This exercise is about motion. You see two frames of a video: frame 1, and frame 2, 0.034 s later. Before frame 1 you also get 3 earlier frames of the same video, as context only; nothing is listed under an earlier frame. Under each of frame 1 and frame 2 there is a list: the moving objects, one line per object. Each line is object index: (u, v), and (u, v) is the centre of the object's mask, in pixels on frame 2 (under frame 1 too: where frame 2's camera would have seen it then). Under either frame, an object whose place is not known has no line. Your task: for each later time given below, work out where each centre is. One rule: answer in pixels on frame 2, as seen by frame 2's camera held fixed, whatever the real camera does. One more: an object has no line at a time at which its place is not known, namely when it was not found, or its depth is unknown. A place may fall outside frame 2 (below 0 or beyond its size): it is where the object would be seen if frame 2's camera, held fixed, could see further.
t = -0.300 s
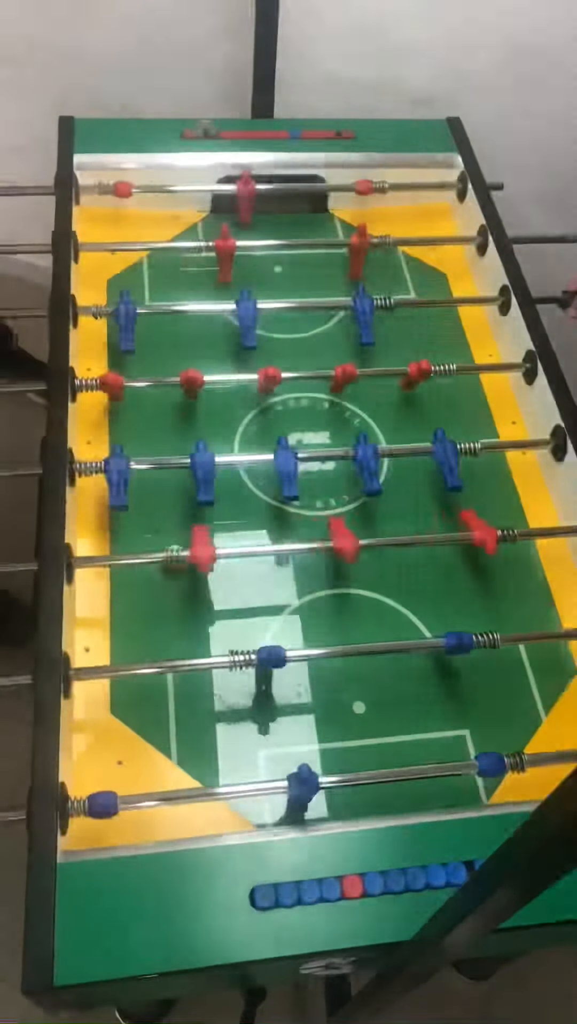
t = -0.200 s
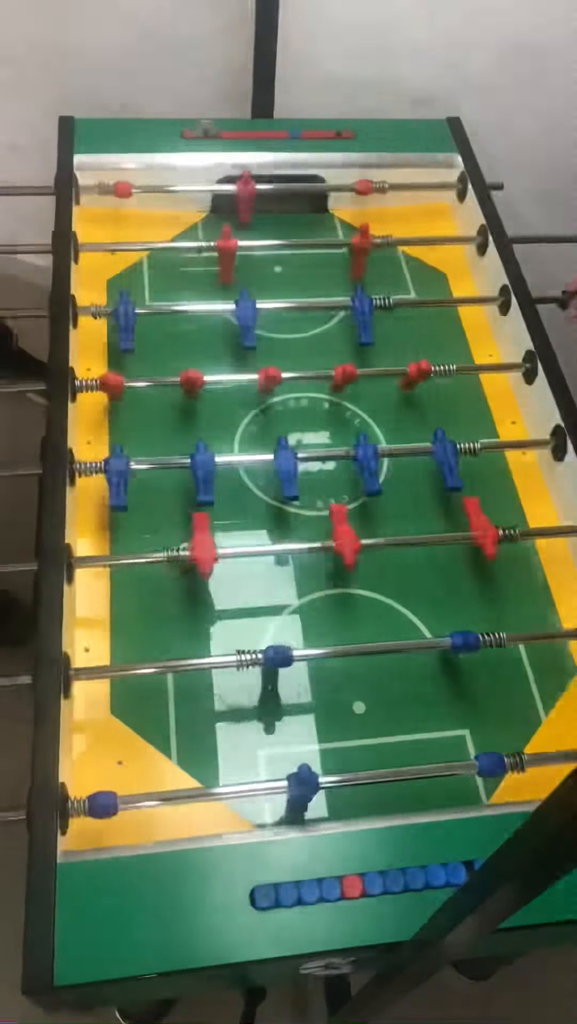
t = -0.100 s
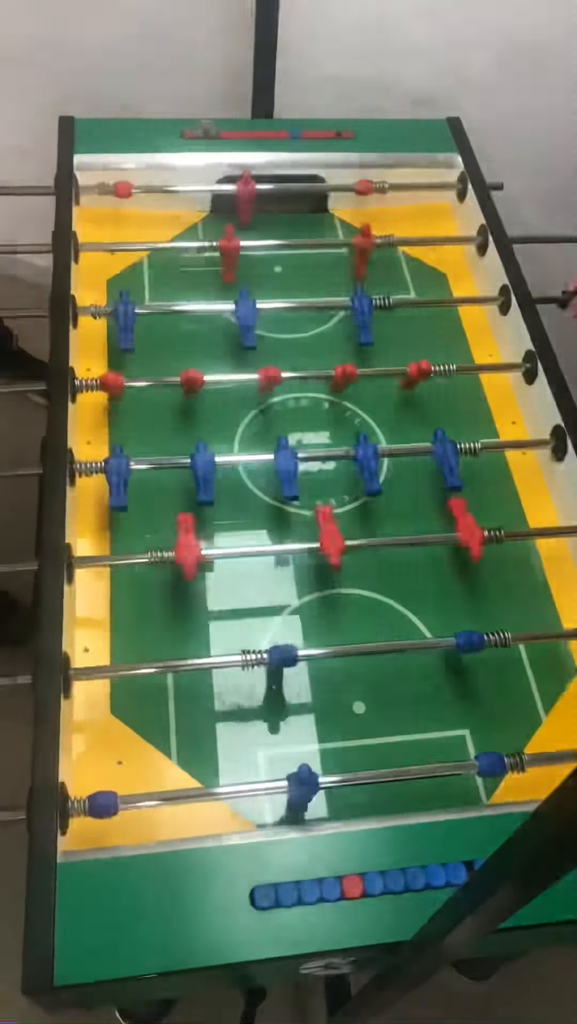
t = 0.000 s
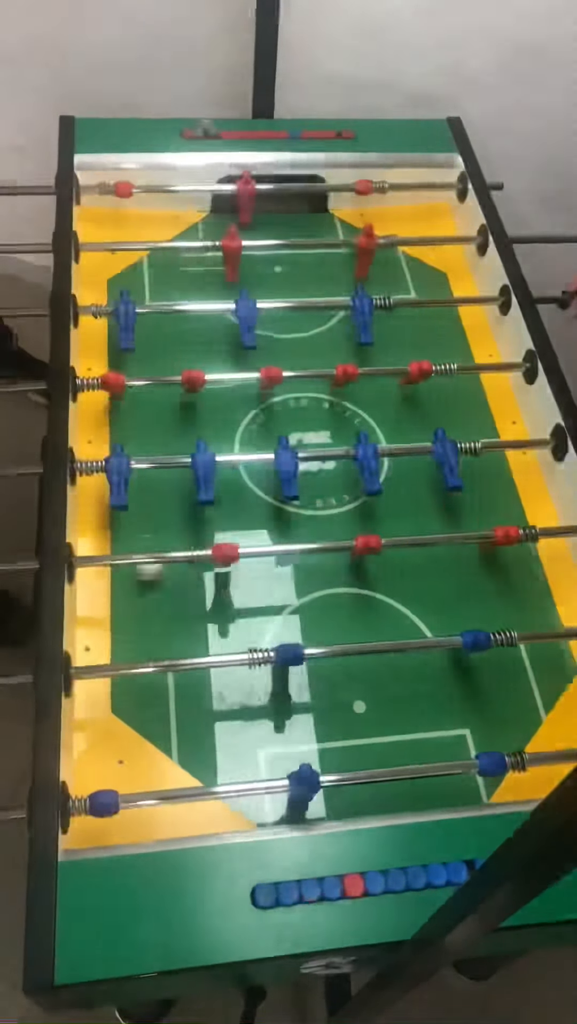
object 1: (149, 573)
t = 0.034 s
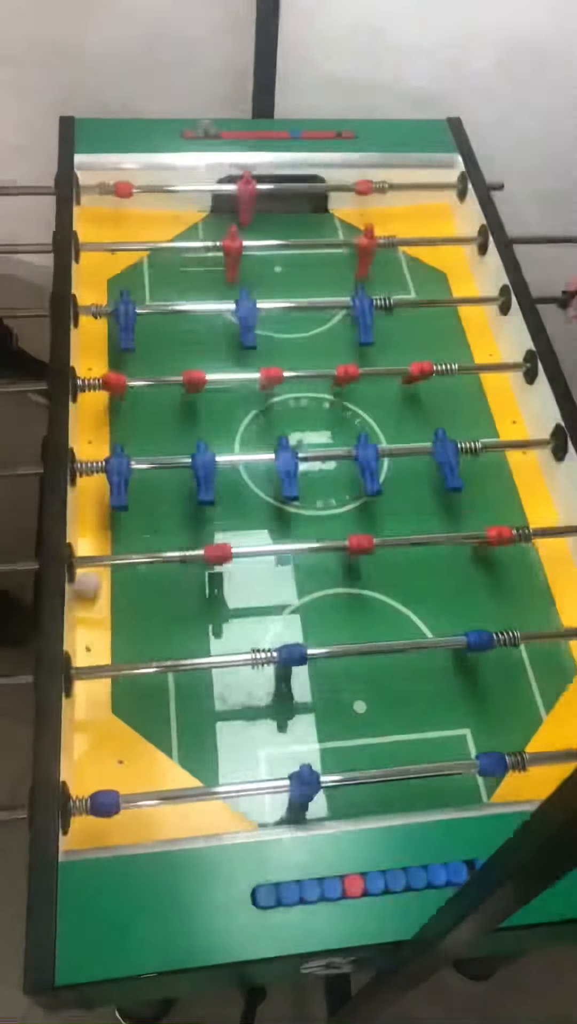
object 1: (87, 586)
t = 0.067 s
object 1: (127, 582)
